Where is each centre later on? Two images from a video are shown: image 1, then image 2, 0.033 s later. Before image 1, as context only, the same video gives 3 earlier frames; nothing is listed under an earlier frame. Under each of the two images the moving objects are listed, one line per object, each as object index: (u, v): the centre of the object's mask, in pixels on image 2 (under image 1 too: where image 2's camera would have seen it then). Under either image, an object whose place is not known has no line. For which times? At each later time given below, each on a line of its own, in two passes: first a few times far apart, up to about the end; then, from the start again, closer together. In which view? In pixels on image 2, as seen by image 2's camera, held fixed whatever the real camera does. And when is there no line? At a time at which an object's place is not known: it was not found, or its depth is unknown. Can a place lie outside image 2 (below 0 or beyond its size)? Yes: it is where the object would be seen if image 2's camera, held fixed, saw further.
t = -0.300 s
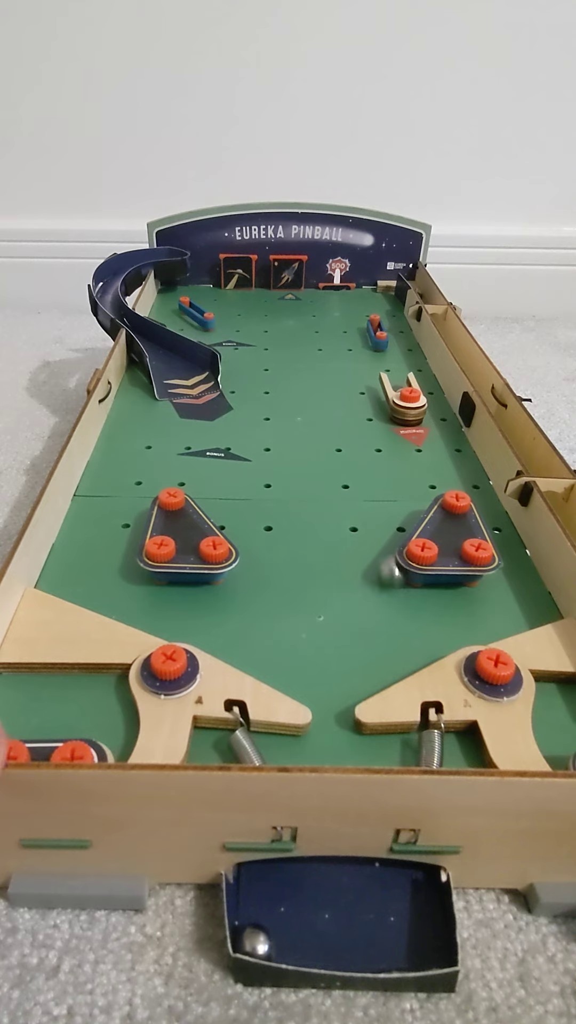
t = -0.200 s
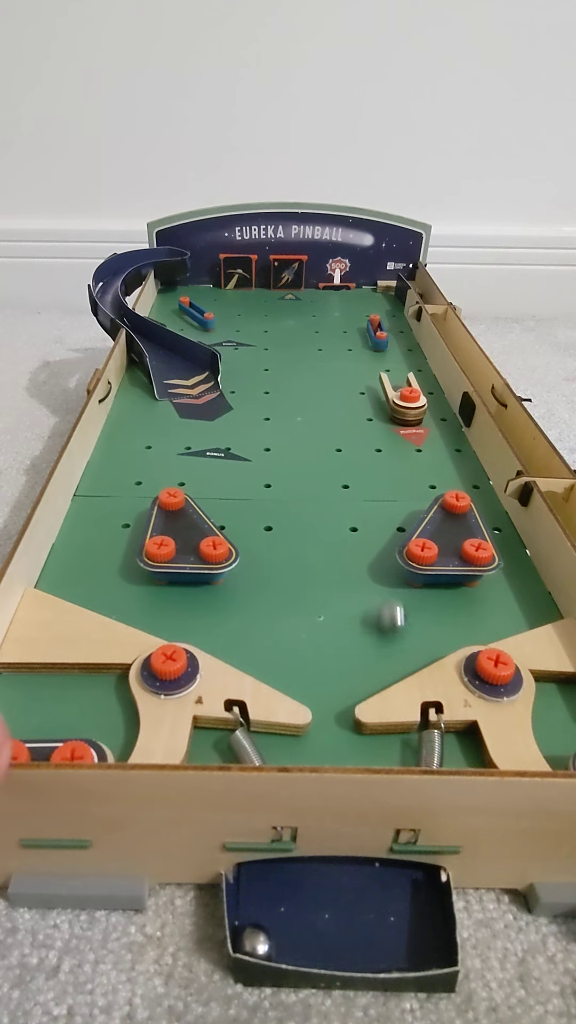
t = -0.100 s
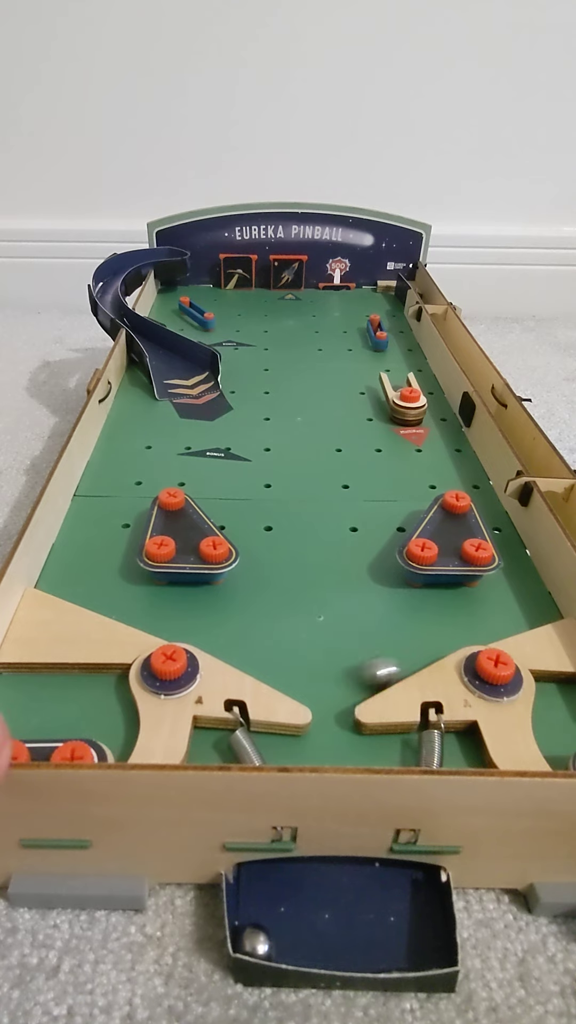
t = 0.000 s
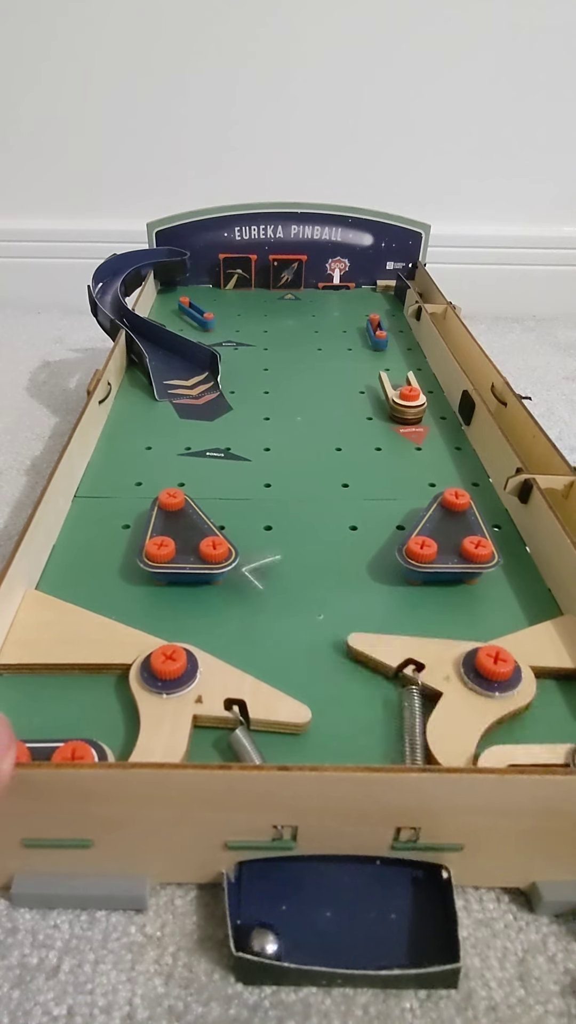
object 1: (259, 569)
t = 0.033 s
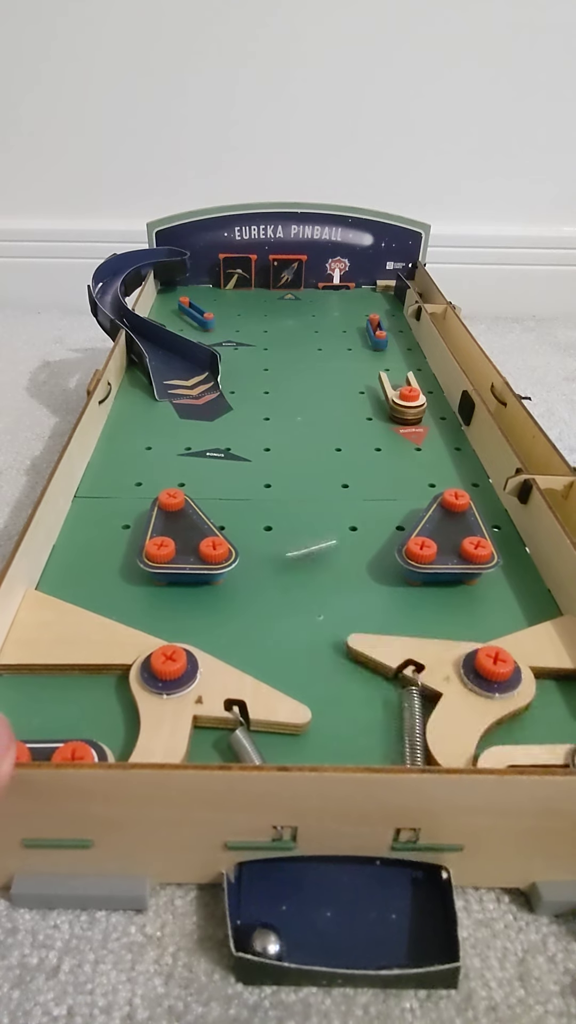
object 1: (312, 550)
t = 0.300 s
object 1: (338, 476)
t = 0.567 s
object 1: (257, 471)
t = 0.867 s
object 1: (245, 524)
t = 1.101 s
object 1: (354, 599)
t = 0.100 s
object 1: (405, 520)
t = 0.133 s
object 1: (414, 511)
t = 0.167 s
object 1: (393, 503)
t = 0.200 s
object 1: (375, 495)
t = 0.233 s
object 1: (362, 489)
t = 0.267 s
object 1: (349, 483)
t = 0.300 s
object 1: (338, 476)
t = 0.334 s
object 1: (327, 472)
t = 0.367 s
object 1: (317, 468)
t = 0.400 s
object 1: (307, 466)
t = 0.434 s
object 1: (298, 465)
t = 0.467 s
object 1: (288, 465)
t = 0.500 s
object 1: (279, 466)
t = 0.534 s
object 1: (268, 468)
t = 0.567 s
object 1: (257, 471)
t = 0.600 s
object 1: (248, 475)
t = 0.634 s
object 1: (238, 481)
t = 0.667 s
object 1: (227, 488)
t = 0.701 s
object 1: (219, 496)
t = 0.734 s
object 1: (210, 504)
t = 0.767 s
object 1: (207, 509)
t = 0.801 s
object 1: (219, 516)
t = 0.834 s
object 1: (230, 521)
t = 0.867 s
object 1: (245, 524)
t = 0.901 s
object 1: (258, 532)
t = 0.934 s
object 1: (274, 538)
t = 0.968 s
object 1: (288, 548)
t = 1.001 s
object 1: (304, 558)
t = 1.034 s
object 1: (320, 570)
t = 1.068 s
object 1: (337, 583)
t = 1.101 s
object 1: (354, 599)
